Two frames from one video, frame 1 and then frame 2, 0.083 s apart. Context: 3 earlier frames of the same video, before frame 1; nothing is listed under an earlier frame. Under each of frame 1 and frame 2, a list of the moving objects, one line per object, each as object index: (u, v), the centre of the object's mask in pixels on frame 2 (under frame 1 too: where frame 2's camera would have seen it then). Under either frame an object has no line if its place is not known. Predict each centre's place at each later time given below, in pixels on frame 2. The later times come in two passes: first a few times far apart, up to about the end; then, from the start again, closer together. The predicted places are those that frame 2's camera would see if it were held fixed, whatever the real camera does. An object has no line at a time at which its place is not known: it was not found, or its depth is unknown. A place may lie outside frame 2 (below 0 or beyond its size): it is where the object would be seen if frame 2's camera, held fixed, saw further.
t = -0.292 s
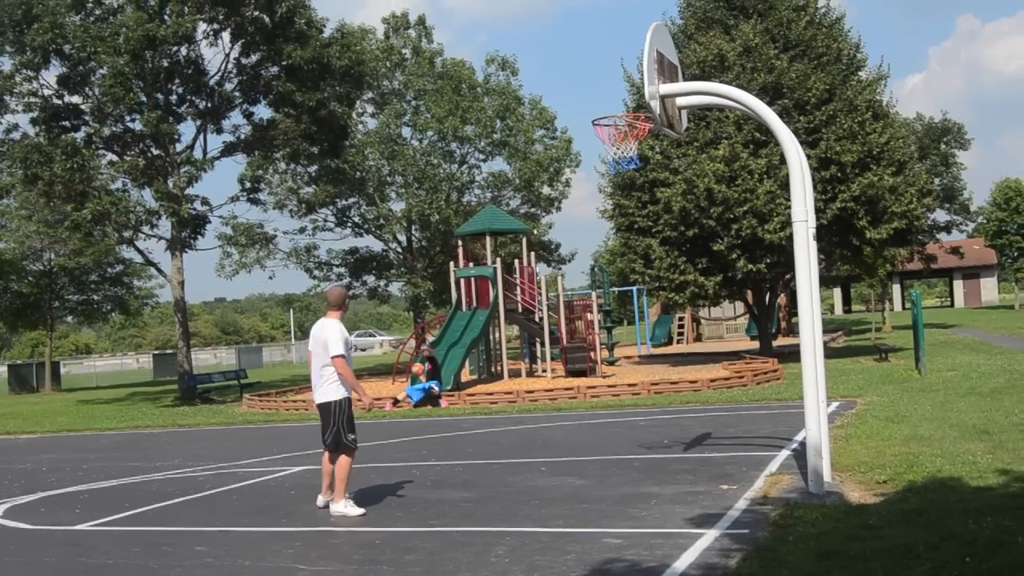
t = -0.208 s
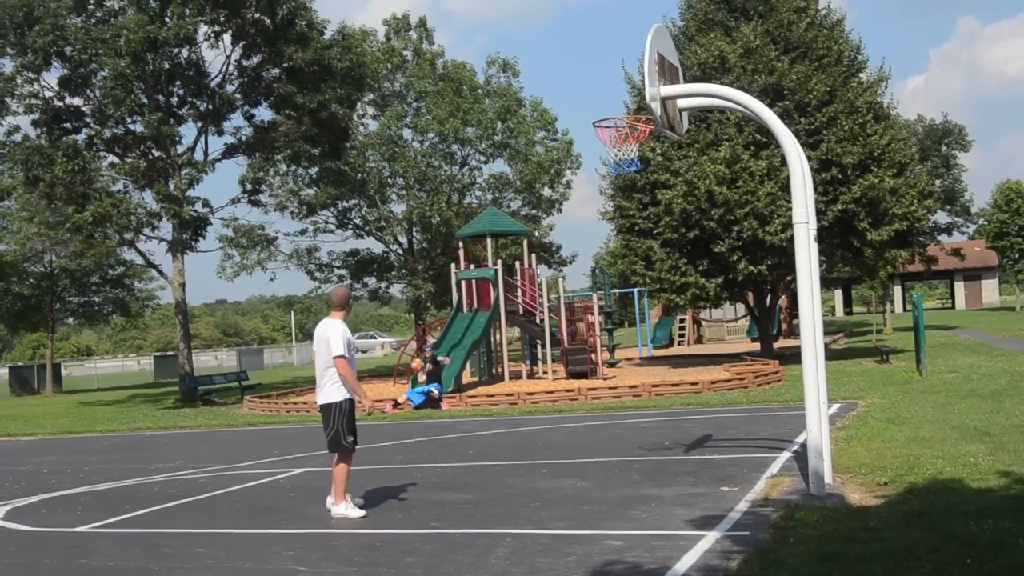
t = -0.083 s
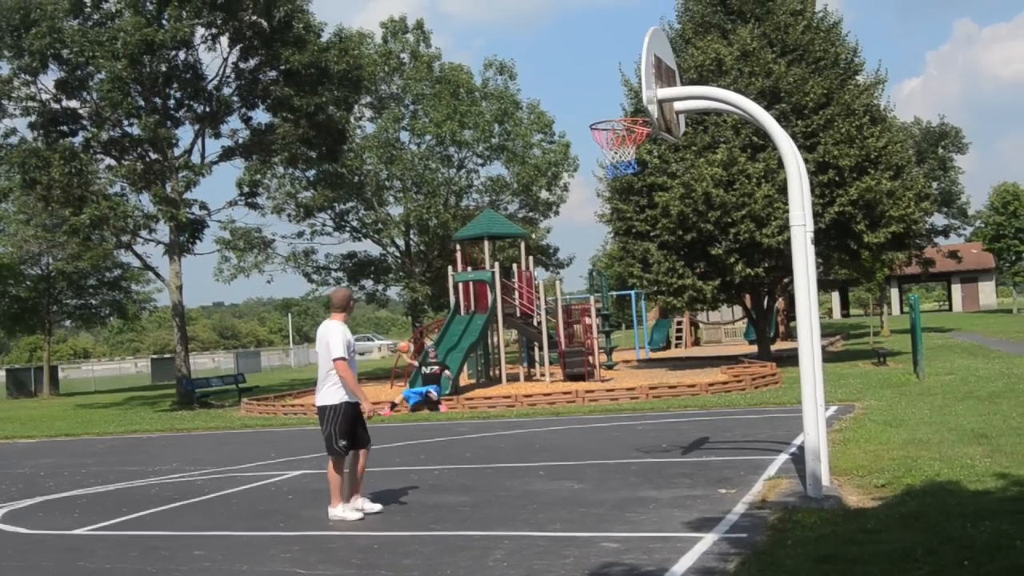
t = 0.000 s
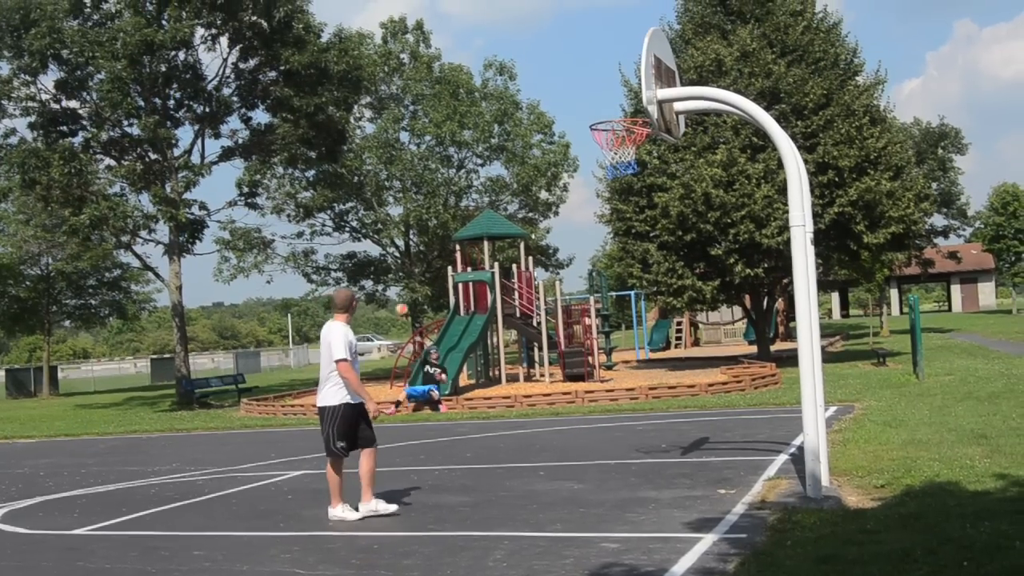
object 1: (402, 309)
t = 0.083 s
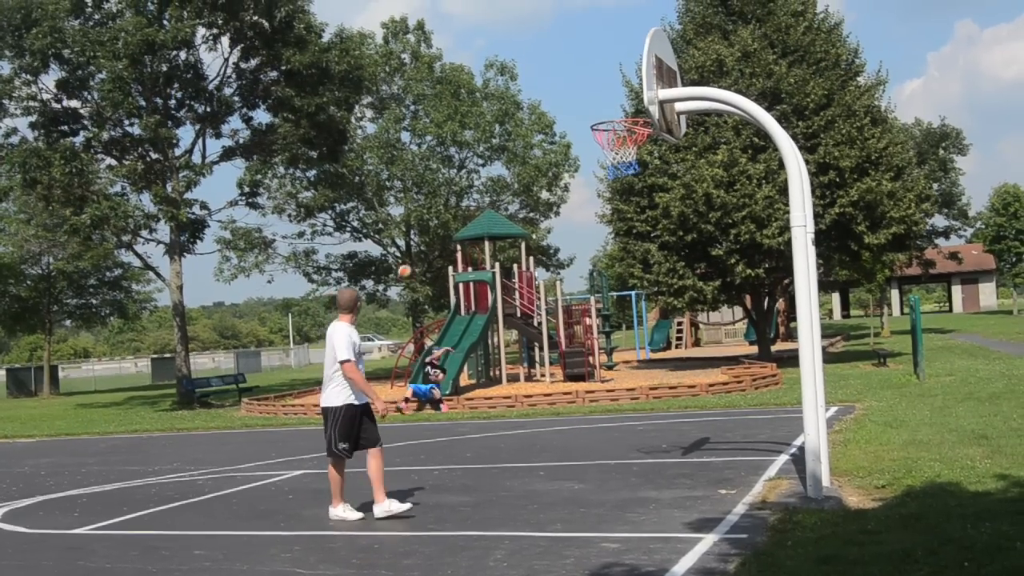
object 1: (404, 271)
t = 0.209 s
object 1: (411, 217)
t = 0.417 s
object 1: (422, 137)
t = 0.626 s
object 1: (440, 72)
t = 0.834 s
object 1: (459, 28)
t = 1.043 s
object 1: (490, 10)
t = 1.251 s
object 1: (532, 27)
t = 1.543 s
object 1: (625, 136)
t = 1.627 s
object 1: (636, 163)
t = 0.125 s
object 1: (406, 252)
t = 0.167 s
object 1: (409, 235)
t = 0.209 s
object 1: (411, 217)
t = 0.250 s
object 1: (412, 199)
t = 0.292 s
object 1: (415, 183)
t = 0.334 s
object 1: (418, 167)
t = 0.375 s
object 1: (420, 152)
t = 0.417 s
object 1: (422, 137)
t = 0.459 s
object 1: (425, 122)
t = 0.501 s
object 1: (428, 110)
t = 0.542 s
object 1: (432, 96)
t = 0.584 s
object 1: (436, 85)
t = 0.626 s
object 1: (440, 72)
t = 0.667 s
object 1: (443, 62)
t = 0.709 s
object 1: (447, 52)
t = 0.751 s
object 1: (451, 43)
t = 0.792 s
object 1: (455, 35)
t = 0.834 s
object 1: (459, 28)
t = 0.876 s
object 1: (464, 23)
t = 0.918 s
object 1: (469, 17)
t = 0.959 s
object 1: (476, 14)
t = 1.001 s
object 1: (483, 11)
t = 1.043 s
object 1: (490, 10)
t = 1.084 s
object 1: (497, 10)
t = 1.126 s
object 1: (505, 12)
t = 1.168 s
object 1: (513, 15)
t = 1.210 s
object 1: (522, 21)
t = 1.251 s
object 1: (532, 27)
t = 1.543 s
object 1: (625, 136)
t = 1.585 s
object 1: (631, 147)
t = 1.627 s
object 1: (636, 163)
